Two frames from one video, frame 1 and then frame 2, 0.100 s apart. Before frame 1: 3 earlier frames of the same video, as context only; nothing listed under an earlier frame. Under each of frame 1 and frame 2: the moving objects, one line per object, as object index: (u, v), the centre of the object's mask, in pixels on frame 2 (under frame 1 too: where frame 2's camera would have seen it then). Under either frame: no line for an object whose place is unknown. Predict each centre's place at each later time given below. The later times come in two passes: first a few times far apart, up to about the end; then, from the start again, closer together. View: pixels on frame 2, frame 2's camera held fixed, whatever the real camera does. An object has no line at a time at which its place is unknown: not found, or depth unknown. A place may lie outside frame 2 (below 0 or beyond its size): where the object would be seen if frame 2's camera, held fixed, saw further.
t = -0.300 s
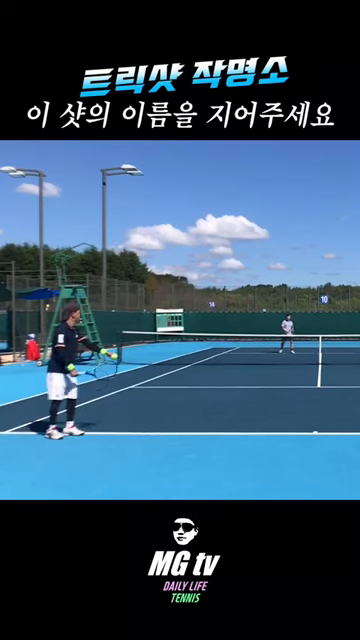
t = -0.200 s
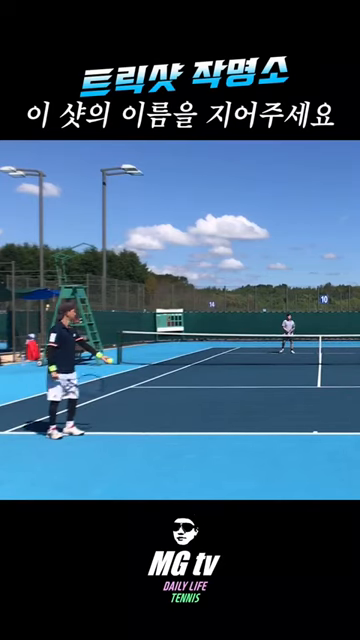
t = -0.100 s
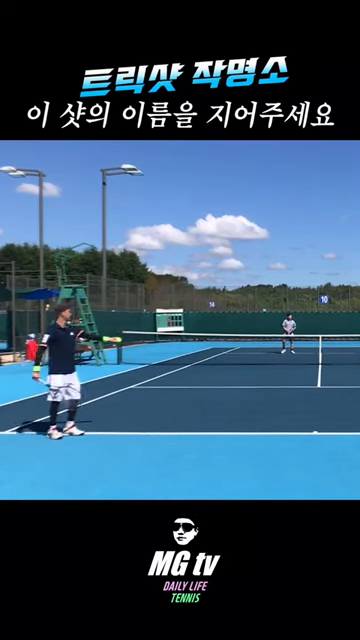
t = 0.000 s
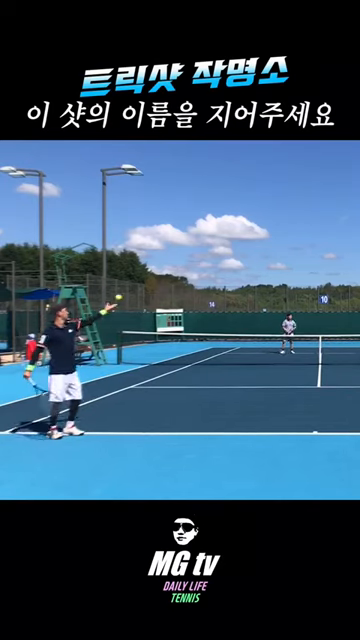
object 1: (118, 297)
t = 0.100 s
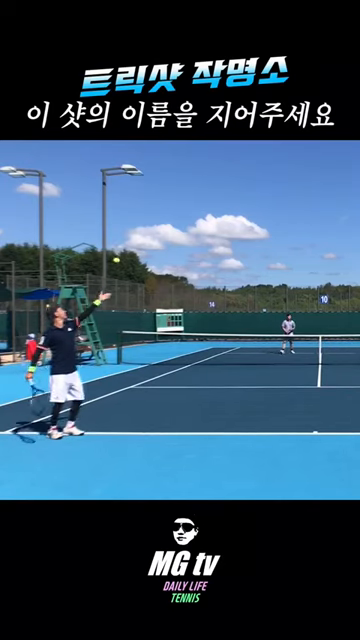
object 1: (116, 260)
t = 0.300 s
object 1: (112, 209)
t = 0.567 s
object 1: (108, 189)
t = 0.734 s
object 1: (105, 202)
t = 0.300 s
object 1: (112, 209)
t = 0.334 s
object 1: (112, 204)
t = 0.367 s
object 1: (111, 198)
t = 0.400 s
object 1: (111, 195)
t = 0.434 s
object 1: (110, 192)
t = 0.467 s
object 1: (109, 190)
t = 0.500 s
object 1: (109, 189)
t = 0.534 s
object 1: (108, 189)
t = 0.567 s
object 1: (108, 189)
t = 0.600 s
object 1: (107, 189)
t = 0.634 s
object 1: (107, 191)
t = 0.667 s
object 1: (106, 194)
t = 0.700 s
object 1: (105, 197)
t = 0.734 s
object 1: (105, 202)
